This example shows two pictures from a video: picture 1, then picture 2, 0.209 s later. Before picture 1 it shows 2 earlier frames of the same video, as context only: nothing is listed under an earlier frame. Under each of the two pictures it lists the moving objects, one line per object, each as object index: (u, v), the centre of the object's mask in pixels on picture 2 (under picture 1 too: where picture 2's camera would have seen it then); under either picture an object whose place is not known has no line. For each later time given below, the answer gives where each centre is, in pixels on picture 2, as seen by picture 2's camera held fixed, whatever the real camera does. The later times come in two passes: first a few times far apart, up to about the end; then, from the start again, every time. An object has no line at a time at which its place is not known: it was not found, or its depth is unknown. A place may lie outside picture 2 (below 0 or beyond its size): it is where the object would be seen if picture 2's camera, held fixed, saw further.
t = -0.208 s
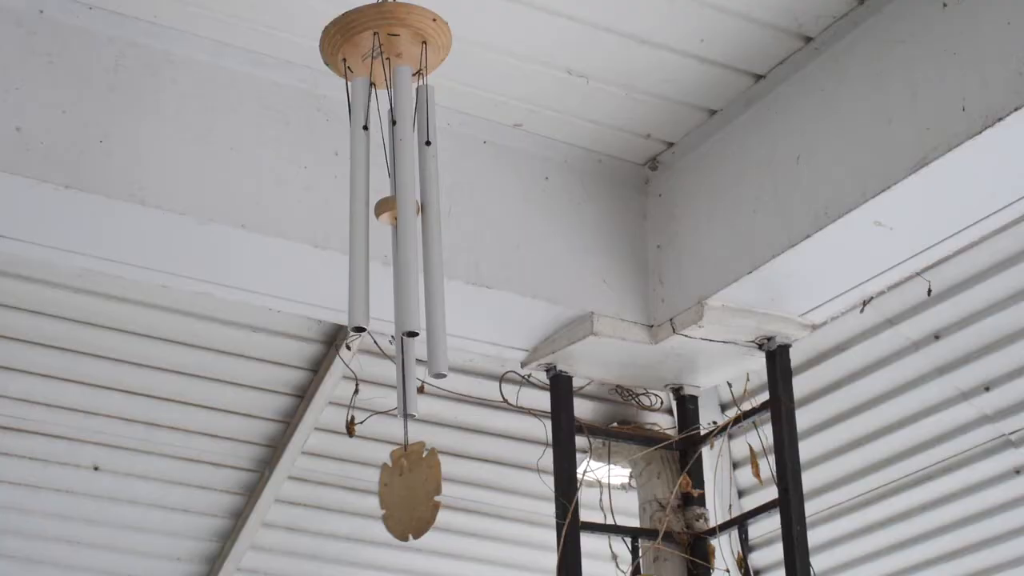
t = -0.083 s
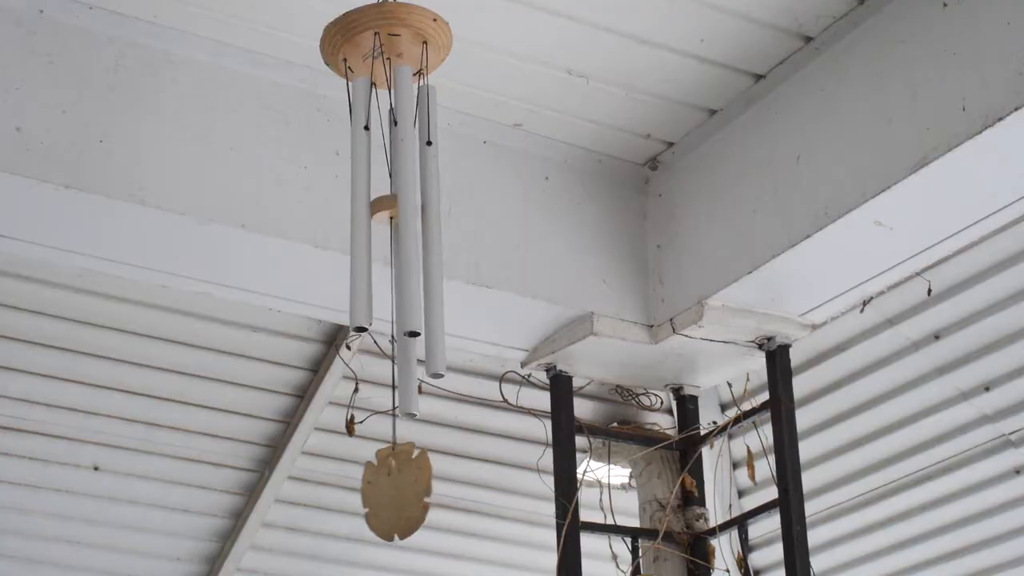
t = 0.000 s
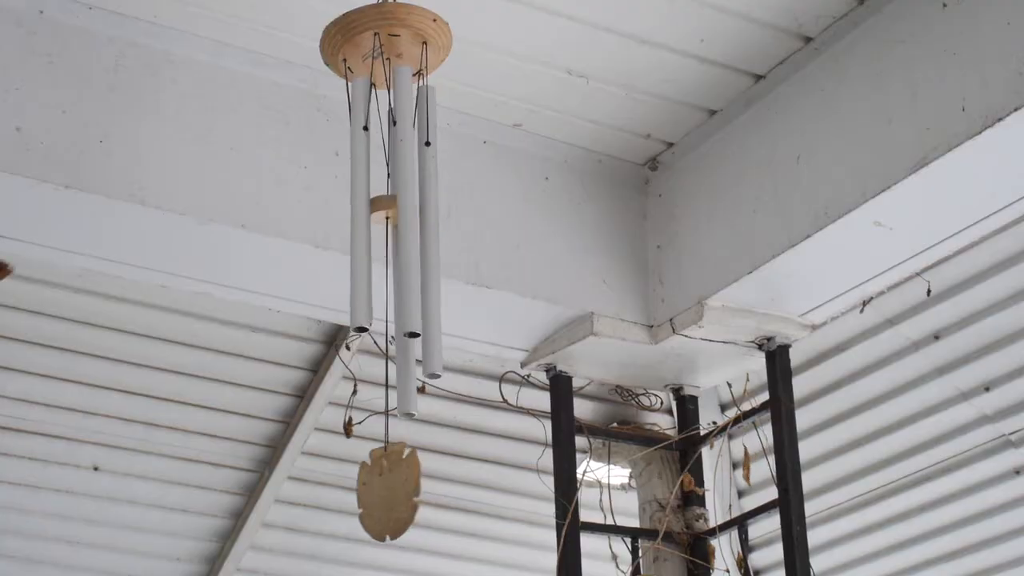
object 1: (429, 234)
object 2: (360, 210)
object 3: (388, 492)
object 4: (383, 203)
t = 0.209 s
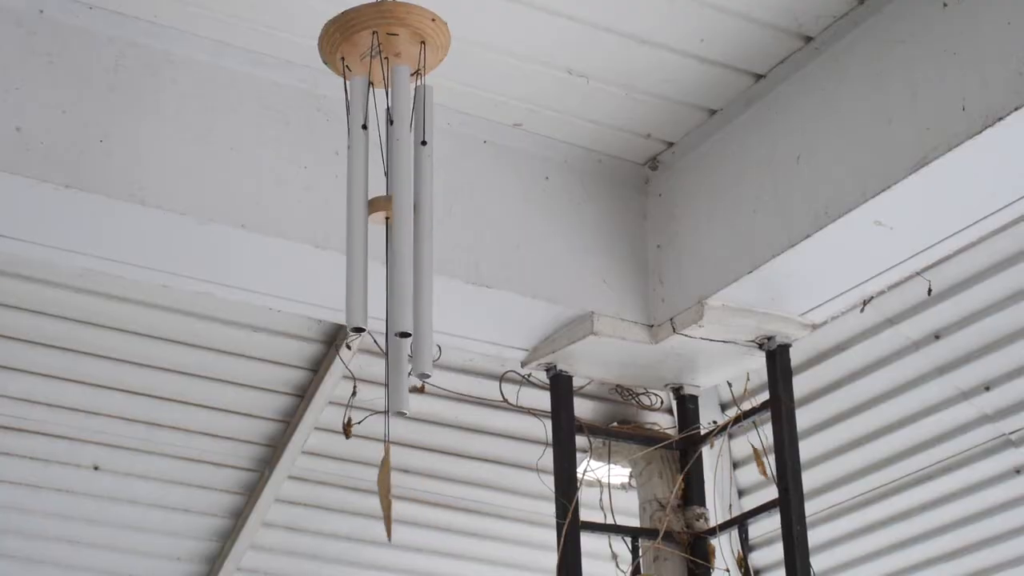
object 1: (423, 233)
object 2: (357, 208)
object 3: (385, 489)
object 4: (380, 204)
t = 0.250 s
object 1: (422, 234)
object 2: (356, 209)
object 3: (389, 491)
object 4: (379, 204)
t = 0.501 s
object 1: (422, 235)
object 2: (354, 209)
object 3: (398, 489)
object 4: (378, 204)
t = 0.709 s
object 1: (430, 234)
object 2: (358, 208)
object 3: (400, 482)
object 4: (383, 202)
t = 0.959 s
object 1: (433, 233)
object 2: (362, 206)
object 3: (405, 473)
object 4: (385, 196)
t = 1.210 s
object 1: (428, 230)
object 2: (359, 208)
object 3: (407, 476)
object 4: (382, 196)
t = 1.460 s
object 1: (420, 234)
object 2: (351, 210)
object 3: (398, 488)
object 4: (377, 203)
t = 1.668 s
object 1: (422, 238)
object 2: (351, 211)
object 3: (384, 496)
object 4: (376, 207)
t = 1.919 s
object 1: (427, 235)
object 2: (357, 218)
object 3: (375, 494)
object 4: (381, 205)
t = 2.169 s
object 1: (428, 233)
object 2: (358, 206)
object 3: (384, 486)
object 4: (381, 199)
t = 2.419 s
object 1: (423, 231)
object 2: (353, 210)
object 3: (398, 477)
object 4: (377, 199)
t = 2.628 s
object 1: (420, 232)
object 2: (351, 206)
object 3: (398, 480)
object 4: (376, 197)
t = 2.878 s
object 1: (423, 233)
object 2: (354, 212)
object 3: (386, 489)
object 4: (379, 203)
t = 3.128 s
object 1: (429, 234)
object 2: (359, 214)
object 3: (381, 493)
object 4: (381, 204)
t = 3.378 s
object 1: (427, 233)
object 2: (355, 210)
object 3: (389, 490)
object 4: (377, 202)
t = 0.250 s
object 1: (422, 234)
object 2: (356, 209)
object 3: (389, 491)
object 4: (379, 204)
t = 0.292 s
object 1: (421, 234)
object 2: (355, 210)
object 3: (393, 492)
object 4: (378, 204)
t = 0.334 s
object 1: (421, 234)
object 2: (354, 210)
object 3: (394, 492)
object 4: (377, 205)
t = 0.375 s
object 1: (420, 234)
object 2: (354, 211)
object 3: (396, 491)
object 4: (377, 205)
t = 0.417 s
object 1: (421, 233)
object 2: (353, 210)
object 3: (397, 490)
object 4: (377, 204)
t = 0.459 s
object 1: (422, 233)
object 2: (353, 210)
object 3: (398, 489)
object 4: (377, 204)
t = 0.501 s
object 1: (422, 235)
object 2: (354, 209)
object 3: (398, 489)
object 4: (378, 204)
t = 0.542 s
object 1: (424, 234)
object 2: (354, 207)
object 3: (399, 488)
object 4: (379, 204)
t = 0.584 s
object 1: (426, 235)
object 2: (355, 206)
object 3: (399, 487)
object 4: (380, 203)
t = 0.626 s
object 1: (427, 234)
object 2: (356, 207)
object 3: (399, 485)
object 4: (381, 202)
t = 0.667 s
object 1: (428, 234)
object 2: (357, 208)
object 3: (399, 484)
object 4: (382, 202)
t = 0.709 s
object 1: (430, 234)
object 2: (358, 208)
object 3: (400, 482)
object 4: (383, 202)
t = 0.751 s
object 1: (431, 235)
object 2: (359, 207)
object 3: (401, 481)
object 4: (384, 201)
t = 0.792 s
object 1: (432, 235)
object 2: (360, 207)
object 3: (401, 479)
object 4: (384, 200)
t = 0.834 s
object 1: (433, 234)
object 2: (361, 207)
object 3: (402, 477)
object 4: (385, 199)
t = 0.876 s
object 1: (434, 233)
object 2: (361, 206)
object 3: (404, 475)
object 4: (385, 197)
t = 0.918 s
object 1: (434, 232)
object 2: (362, 206)
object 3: (405, 474)
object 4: (385, 196)
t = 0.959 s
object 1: (433, 233)
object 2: (362, 206)
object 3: (405, 473)
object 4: (385, 196)
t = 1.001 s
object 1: (433, 233)
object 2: (362, 206)
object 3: (406, 472)
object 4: (385, 195)
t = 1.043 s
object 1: (432, 232)
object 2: (362, 207)
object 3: (406, 473)
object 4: (385, 195)
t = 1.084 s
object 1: (431, 230)
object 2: (361, 206)
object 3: (406, 473)
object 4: (384, 195)
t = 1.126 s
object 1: (430, 231)
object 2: (361, 207)
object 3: (406, 474)
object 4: (384, 195)
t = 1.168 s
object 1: (429, 229)
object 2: (360, 207)
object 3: (407, 475)
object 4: (383, 195)
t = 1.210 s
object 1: (428, 230)
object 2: (359, 208)
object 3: (407, 476)
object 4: (382, 196)
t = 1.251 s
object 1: (426, 230)
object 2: (357, 208)
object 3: (407, 478)
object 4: (381, 196)
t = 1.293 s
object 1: (424, 231)
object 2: (356, 208)
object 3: (406, 480)
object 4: (381, 197)
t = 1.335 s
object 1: (423, 231)
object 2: (355, 206)
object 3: (405, 482)
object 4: (379, 199)
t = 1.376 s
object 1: (422, 232)
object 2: (354, 204)
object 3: (403, 484)
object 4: (379, 200)
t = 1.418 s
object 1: (421, 232)
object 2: (352, 207)
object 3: (401, 486)
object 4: (378, 201)
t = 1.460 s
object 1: (420, 234)
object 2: (351, 210)
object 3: (398, 488)
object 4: (377, 203)
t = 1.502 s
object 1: (420, 235)
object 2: (350, 212)
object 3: (395, 490)
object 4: (376, 204)
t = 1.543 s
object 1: (420, 236)
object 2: (350, 213)
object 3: (392, 492)
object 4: (375, 205)
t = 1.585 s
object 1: (421, 236)
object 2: (350, 211)
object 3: (390, 494)
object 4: (376, 206)
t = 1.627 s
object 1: (421, 236)
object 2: (350, 211)
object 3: (387, 494)
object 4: (376, 206)
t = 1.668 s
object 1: (422, 238)
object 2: (351, 211)
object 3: (384, 496)
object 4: (376, 207)
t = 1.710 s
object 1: (423, 238)
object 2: (352, 213)
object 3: (382, 496)
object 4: (375, 208)
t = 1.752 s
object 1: (424, 237)
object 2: (354, 212)
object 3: (379, 495)
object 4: (376, 208)
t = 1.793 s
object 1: (425, 237)
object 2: (355, 210)
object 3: (377, 496)
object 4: (377, 207)
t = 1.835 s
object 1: (425, 237)
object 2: (356, 211)
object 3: (376, 496)
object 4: (379, 206)
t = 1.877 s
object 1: (426, 236)
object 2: (357, 215)
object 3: (375, 495)
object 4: (380, 205)
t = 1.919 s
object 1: (427, 235)
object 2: (357, 218)
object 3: (375, 494)
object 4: (381, 205)
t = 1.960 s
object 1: (427, 235)
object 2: (358, 219)
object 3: (375, 494)
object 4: (382, 204)
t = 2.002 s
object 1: (427, 234)
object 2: (358, 219)
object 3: (376, 492)
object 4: (382, 205)
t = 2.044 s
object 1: (428, 234)
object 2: (358, 217)
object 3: (377, 491)
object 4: (382, 204)
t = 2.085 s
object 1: (428, 233)
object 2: (359, 211)
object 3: (380, 489)
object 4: (383, 202)
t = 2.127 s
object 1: (428, 233)
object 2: (358, 207)
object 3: (382, 488)
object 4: (383, 201)
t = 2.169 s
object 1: (428, 233)
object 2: (358, 206)
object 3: (384, 486)
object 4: (381, 199)
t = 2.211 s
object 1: (427, 232)
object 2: (357, 211)
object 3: (386, 484)
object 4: (380, 198)
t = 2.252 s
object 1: (426, 231)
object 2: (356, 211)
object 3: (389, 483)
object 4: (379, 198)
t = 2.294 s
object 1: (426, 232)
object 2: (356, 211)
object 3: (392, 481)
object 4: (379, 198)
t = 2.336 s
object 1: (425, 232)
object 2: (355, 210)
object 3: (394, 479)
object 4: (378, 198)
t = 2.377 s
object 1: (424, 231)
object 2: (354, 209)
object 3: (396, 478)
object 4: (378, 198)
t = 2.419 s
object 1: (423, 231)
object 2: (353, 210)
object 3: (398, 477)
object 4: (377, 199)
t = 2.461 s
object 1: (422, 231)
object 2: (352, 208)
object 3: (399, 477)
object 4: (376, 198)
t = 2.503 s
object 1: (421, 231)
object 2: (351, 207)
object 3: (400, 477)
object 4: (376, 198)
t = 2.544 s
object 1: (421, 232)
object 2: (351, 205)
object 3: (400, 478)
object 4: (376, 198)
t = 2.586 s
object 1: (420, 232)
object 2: (351, 203)
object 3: (399, 479)
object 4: (376, 197)
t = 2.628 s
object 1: (420, 232)
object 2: (351, 206)
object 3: (398, 480)
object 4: (376, 197)
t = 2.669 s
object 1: (420, 230)
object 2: (350, 209)
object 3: (397, 482)
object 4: (376, 197)
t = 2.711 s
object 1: (421, 230)
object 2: (351, 211)
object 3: (395, 483)
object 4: (377, 198)
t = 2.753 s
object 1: (421, 231)
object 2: (351, 213)
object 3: (392, 485)
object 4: (377, 199)
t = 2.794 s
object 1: (422, 231)
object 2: (352, 213)
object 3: (390, 487)
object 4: (377, 201)
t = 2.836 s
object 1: (423, 232)
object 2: (353, 213)
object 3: (388, 488)
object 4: (378, 202)
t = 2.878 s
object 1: (423, 233)
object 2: (354, 212)
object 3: (386, 489)
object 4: (379, 203)
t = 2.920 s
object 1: (424, 233)
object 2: (356, 208)
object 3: (385, 490)
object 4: (379, 203)
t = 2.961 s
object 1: (425, 233)
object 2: (357, 208)
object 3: (383, 491)
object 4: (380, 203)
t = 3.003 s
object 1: (426, 232)
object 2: (358, 212)
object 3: (382, 492)
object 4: (380, 203)
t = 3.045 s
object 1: (427, 233)
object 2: (359, 214)
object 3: (381, 492)
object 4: (381, 203)
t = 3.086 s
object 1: (428, 233)
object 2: (358, 209)
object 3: (381, 492)
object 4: (381, 204)
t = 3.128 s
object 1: (429, 234)
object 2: (359, 214)
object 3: (381, 493)
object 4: (381, 204)
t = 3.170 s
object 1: (429, 234)
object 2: (359, 214)
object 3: (382, 493)
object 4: (381, 205)
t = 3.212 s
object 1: (429, 234)
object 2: (358, 210)
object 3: (383, 492)
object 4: (380, 205)
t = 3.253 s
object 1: (429, 233)
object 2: (358, 208)
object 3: (384, 492)
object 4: (380, 205)
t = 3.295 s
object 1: (429, 233)
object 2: (357, 207)
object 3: (386, 492)
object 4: (379, 204)
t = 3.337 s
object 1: (428, 233)
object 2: (356, 209)
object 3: (388, 491)
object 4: (379, 203)
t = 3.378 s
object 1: (427, 233)
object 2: (355, 210)
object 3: (389, 490)
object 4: (377, 202)
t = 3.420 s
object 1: (426, 232)
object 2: (353, 211)
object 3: (390, 489)
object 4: (377, 202)
